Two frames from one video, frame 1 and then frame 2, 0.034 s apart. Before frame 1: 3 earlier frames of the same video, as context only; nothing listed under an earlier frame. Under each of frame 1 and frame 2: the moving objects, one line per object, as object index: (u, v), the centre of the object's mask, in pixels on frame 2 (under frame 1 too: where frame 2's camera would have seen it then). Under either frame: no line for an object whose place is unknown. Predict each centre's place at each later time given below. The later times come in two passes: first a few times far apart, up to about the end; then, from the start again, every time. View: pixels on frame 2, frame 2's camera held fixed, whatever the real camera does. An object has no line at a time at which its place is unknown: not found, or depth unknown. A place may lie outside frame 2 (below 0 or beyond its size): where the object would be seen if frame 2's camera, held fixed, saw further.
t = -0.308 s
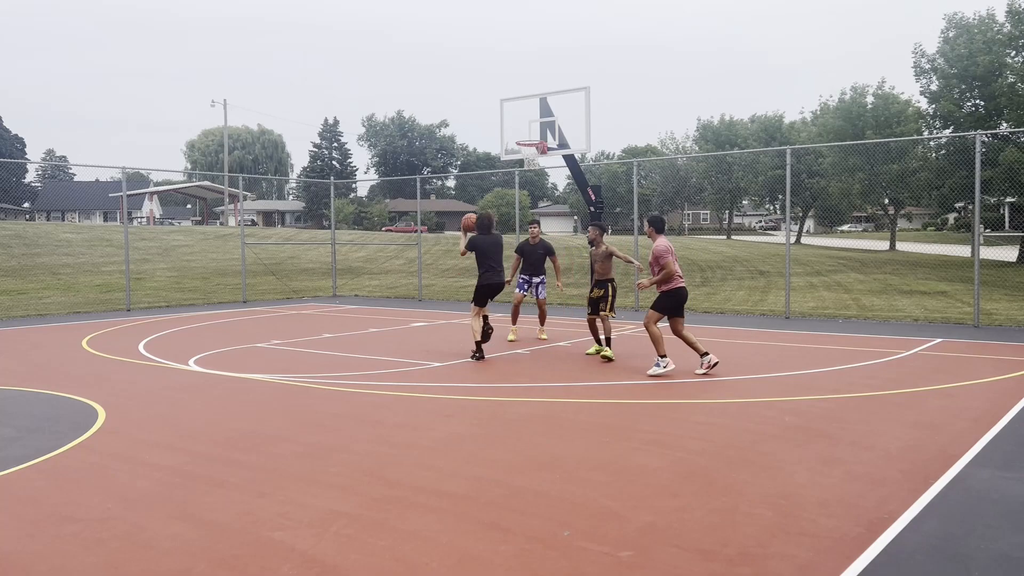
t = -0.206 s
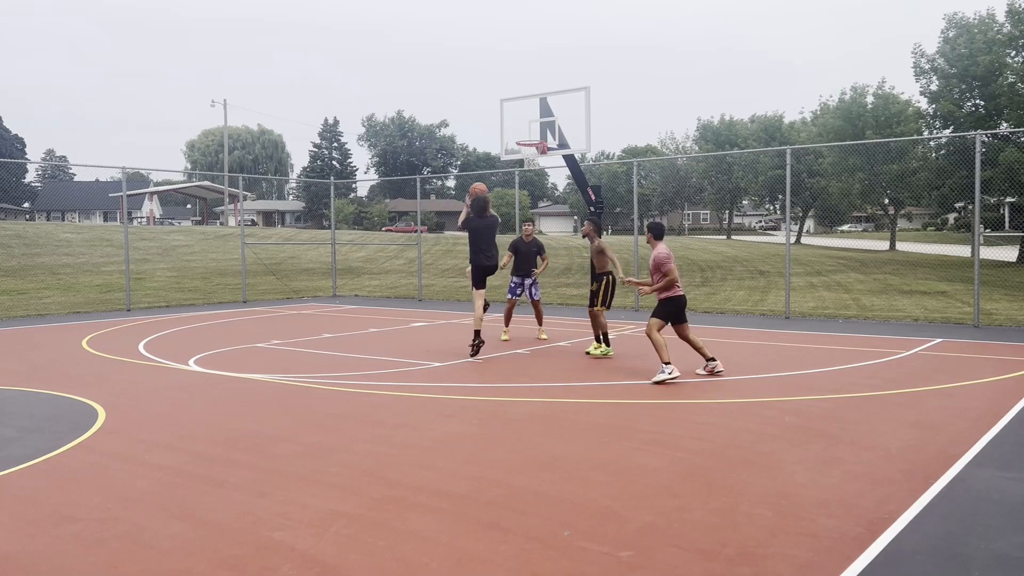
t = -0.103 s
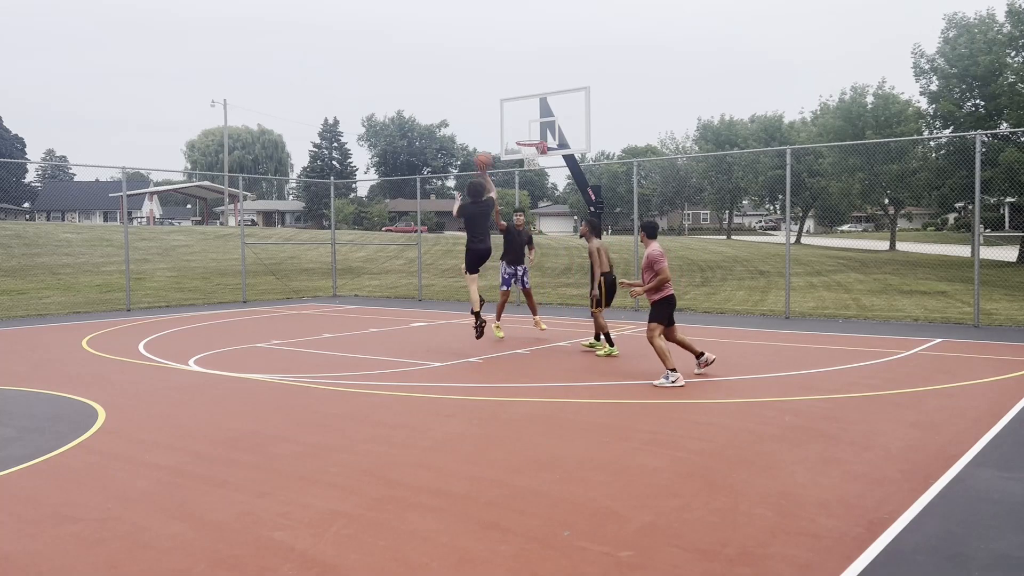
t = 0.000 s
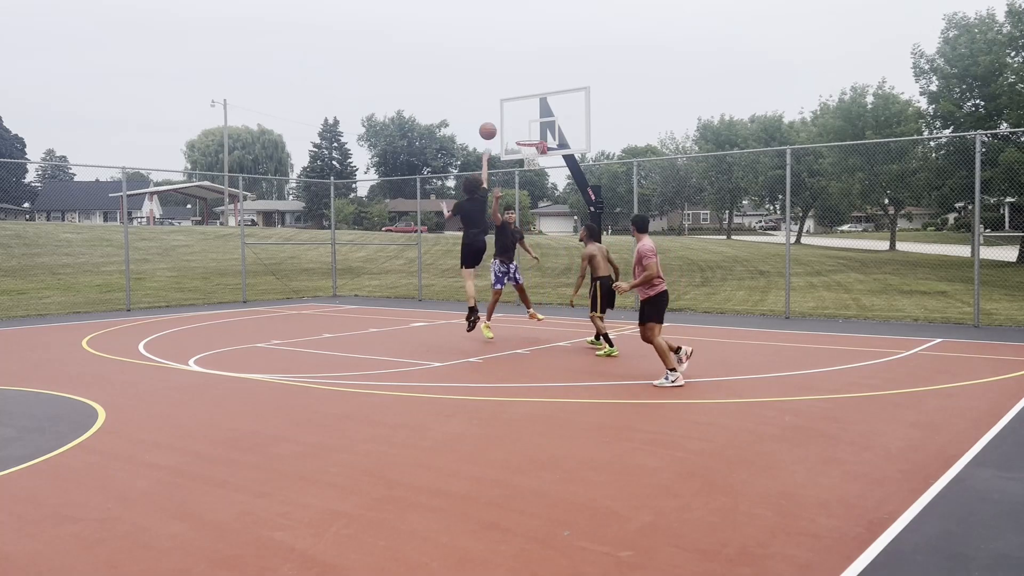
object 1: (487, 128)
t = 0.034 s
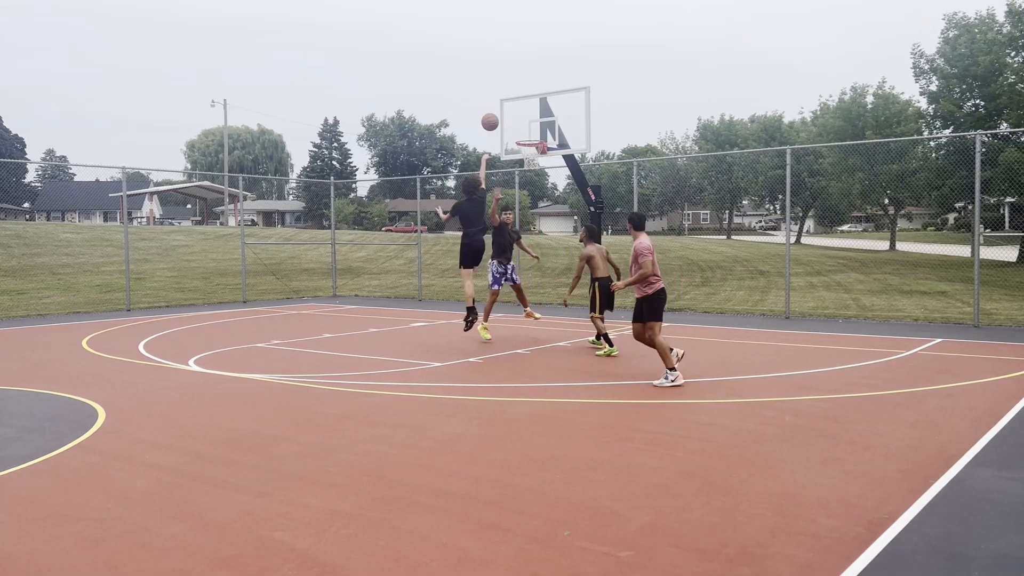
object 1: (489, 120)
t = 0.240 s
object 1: (502, 85)
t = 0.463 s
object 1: (515, 82)
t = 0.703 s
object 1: (529, 115)
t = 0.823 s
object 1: (535, 138)
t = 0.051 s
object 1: (490, 116)
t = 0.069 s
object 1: (491, 112)
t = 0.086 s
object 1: (493, 108)
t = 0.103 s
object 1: (494, 105)
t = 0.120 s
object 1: (495, 102)
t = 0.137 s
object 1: (496, 99)
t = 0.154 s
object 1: (497, 96)
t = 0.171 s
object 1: (498, 94)
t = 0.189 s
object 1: (499, 91)
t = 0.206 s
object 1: (500, 89)
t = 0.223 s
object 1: (501, 87)
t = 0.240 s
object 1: (502, 85)
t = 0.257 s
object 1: (503, 85)
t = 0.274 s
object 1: (504, 84)
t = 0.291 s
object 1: (505, 82)
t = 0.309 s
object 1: (506, 82)
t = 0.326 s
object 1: (507, 81)
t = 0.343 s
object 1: (508, 81)
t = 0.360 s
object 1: (509, 81)
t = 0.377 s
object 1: (510, 81)
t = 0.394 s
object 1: (511, 81)
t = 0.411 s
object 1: (512, 81)
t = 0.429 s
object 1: (513, 81)
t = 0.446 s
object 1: (514, 82)
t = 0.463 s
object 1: (515, 82)
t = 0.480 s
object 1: (516, 83)
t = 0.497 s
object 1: (517, 85)
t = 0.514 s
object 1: (518, 86)
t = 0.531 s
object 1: (520, 89)
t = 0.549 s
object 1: (521, 91)
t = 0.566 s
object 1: (522, 93)
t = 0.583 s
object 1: (523, 95)
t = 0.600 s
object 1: (523, 98)
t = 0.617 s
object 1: (524, 100)
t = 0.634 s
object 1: (525, 103)
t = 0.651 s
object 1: (526, 105)
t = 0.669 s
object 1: (527, 109)
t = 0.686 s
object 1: (528, 112)
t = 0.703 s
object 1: (529, 115)
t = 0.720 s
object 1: (530, 118)
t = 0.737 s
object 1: (531, 121)
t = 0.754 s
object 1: (532, 124)
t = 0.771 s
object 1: (533, 128)
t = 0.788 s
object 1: (534, 132)
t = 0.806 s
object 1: (534, 136)
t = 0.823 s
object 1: (535, 138)
